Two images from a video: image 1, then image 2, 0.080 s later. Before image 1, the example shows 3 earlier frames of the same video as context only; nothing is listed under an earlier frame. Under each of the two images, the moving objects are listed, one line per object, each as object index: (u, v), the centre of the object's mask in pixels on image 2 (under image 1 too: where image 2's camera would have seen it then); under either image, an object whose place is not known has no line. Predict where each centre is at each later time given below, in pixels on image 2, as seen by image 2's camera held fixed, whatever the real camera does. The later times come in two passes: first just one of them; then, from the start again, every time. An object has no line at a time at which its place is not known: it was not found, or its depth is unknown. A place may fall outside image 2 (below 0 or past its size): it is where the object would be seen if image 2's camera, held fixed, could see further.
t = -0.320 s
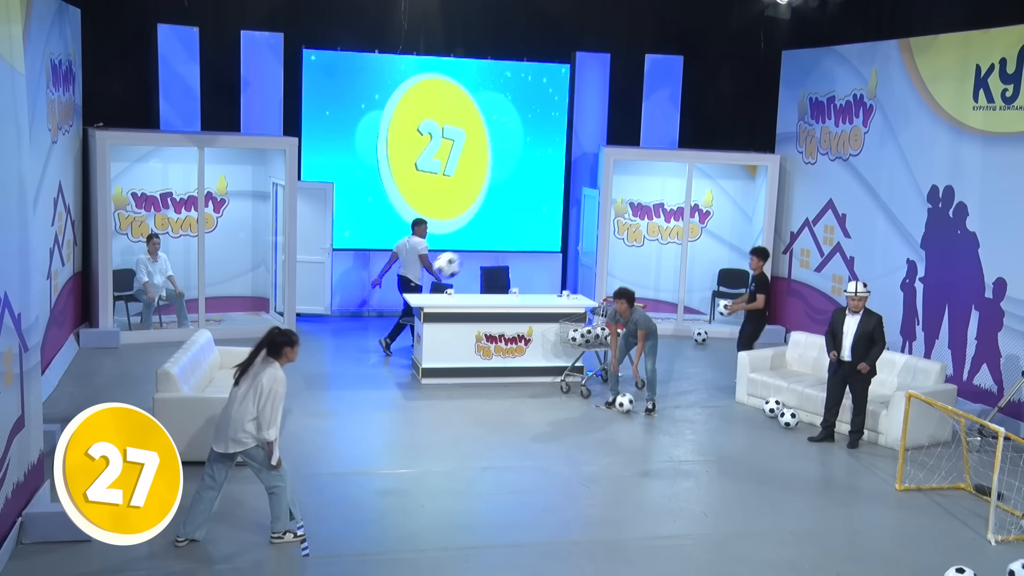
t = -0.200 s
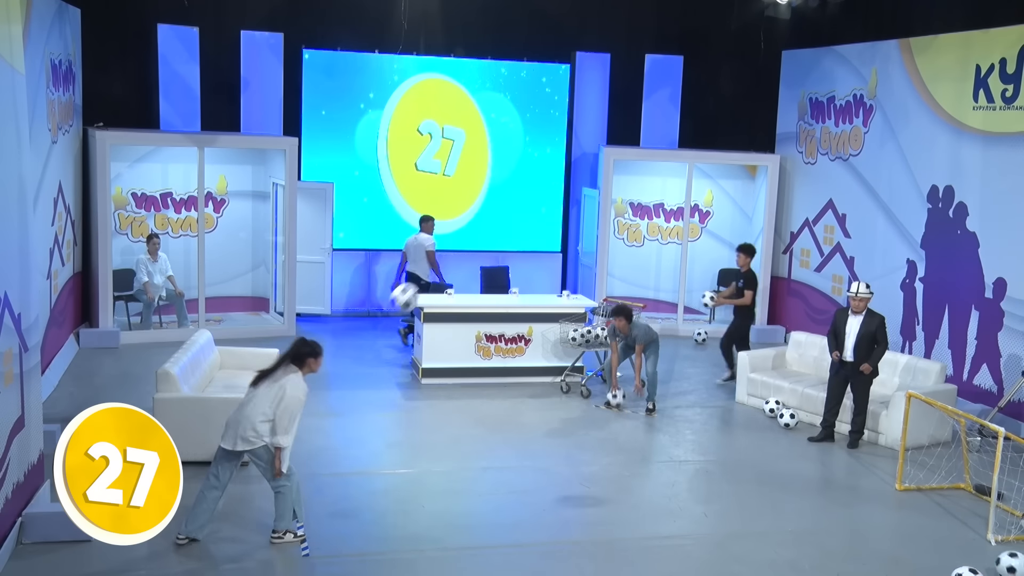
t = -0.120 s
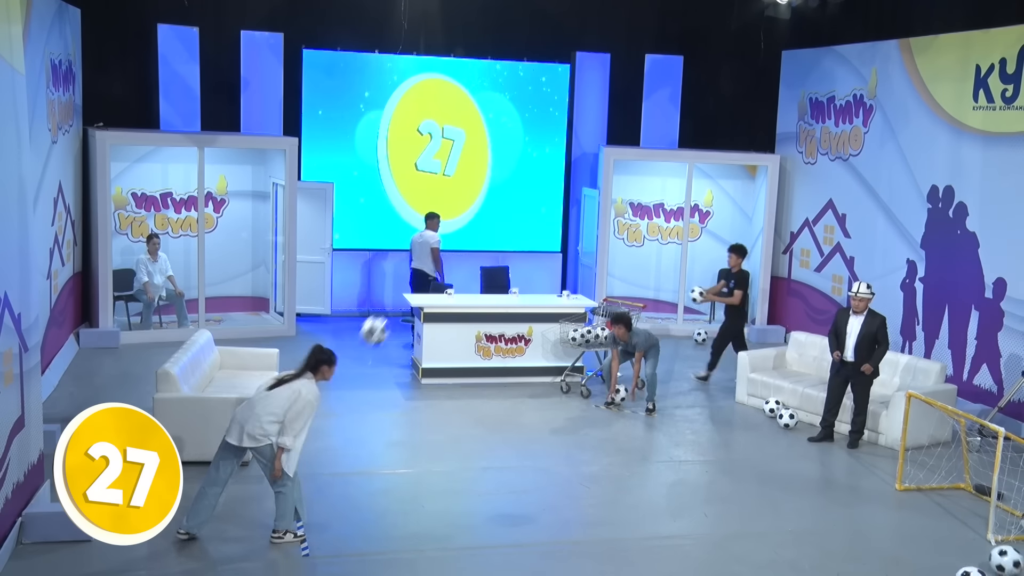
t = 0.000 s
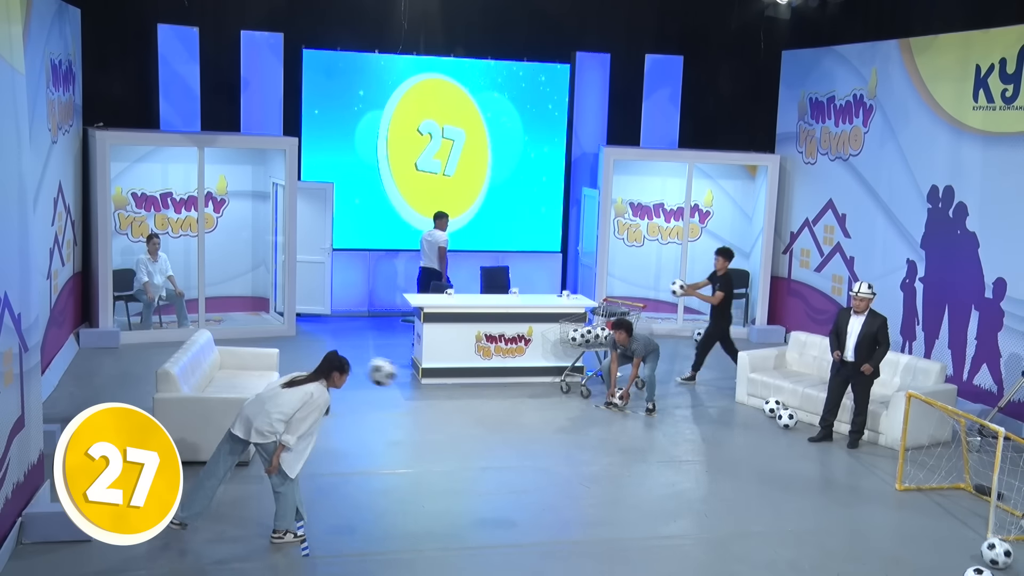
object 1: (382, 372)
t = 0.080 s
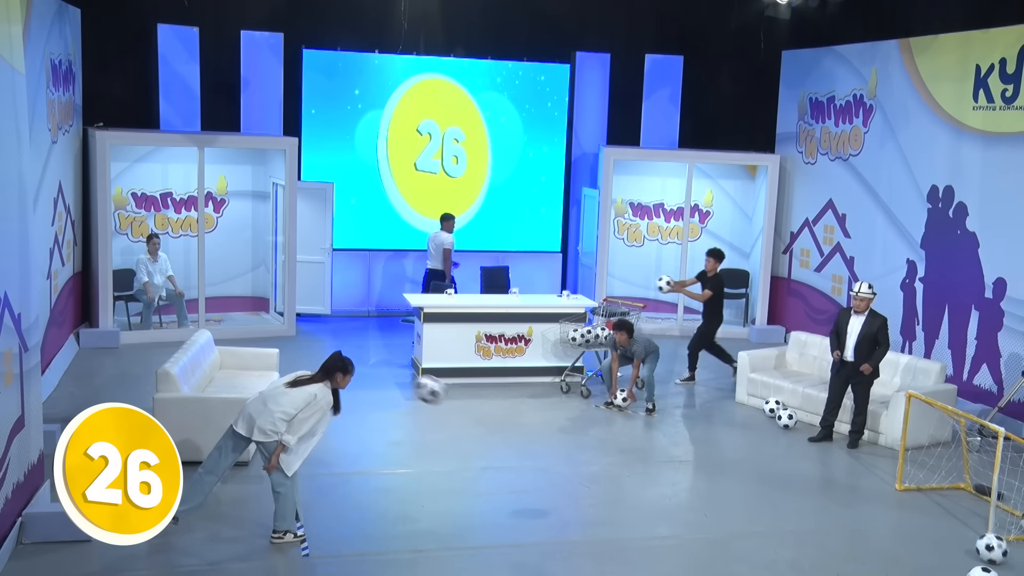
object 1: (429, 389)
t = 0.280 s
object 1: (536, 463)
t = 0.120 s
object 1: (453, 401)
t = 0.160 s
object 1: (475, 414)
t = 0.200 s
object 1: (497, 429)
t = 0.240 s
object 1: (517, 445)
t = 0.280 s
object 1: (536, 463)
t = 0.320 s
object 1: (555, 482)
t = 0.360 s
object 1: (571, 472)
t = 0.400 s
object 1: (587, 455)
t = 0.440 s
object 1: (602, 441)
